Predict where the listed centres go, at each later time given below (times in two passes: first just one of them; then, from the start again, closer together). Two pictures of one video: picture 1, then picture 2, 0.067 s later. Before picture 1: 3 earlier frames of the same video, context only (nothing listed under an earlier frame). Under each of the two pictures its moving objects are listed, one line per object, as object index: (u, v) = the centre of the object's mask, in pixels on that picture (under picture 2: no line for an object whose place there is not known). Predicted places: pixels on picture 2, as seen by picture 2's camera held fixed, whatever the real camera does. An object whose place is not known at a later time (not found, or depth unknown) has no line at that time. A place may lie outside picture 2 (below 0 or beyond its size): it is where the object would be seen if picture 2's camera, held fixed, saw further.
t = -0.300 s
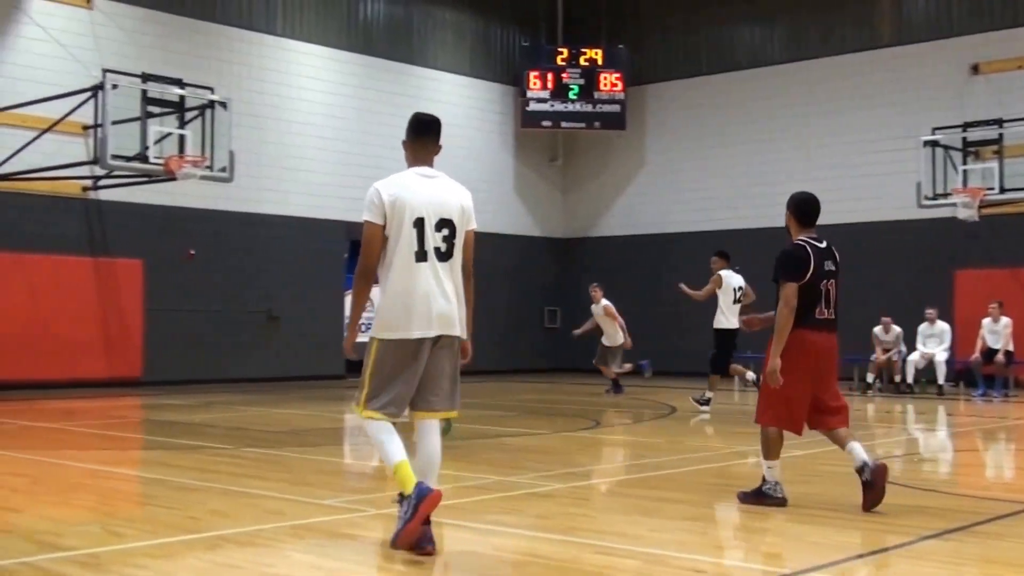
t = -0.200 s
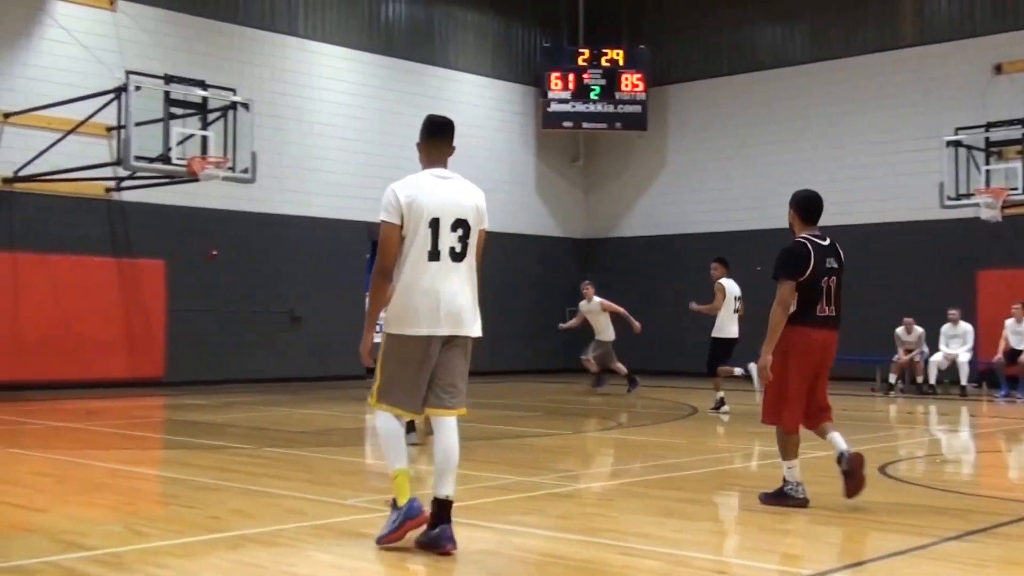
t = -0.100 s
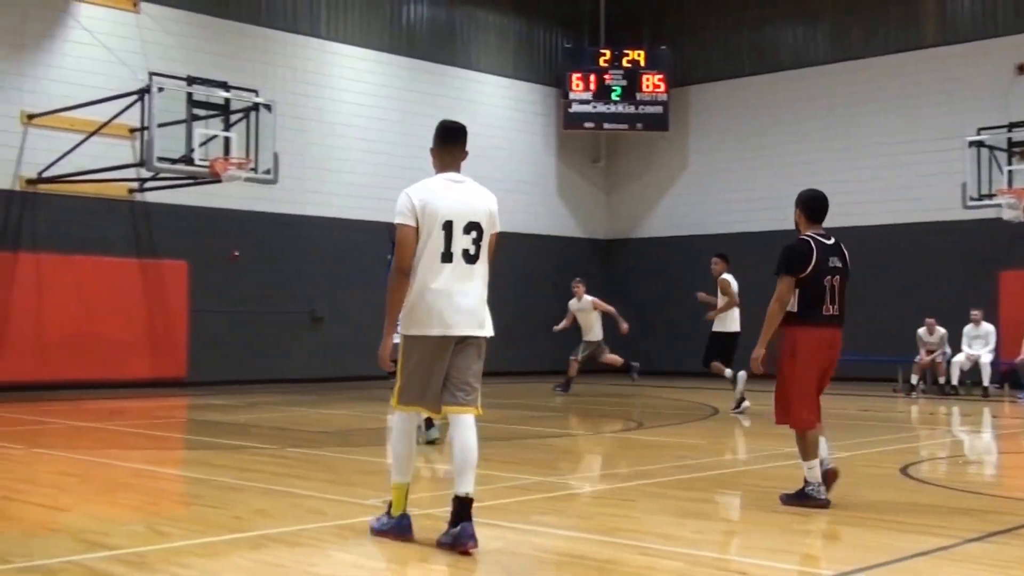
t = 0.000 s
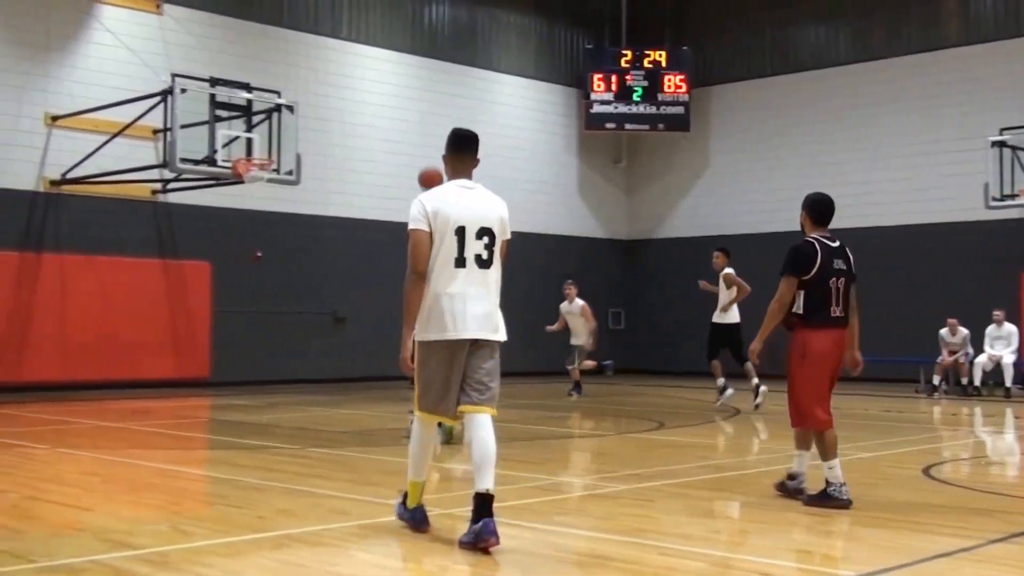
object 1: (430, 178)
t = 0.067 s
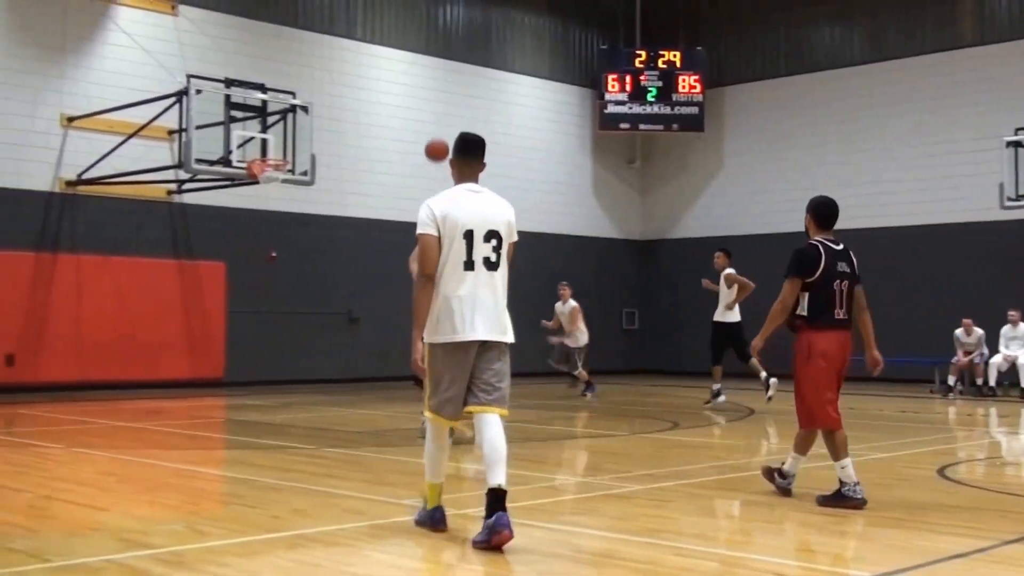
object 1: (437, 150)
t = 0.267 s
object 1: (416, 98)
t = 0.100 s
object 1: (431, 137)
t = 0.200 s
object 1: (422, 110)
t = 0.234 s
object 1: (419, 103)
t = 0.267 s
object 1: (416, 98)
